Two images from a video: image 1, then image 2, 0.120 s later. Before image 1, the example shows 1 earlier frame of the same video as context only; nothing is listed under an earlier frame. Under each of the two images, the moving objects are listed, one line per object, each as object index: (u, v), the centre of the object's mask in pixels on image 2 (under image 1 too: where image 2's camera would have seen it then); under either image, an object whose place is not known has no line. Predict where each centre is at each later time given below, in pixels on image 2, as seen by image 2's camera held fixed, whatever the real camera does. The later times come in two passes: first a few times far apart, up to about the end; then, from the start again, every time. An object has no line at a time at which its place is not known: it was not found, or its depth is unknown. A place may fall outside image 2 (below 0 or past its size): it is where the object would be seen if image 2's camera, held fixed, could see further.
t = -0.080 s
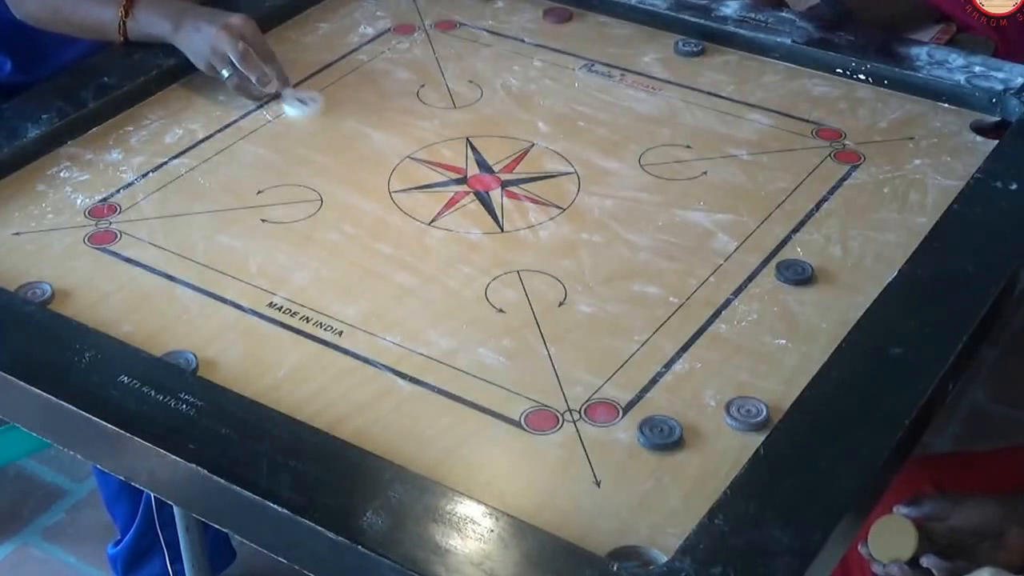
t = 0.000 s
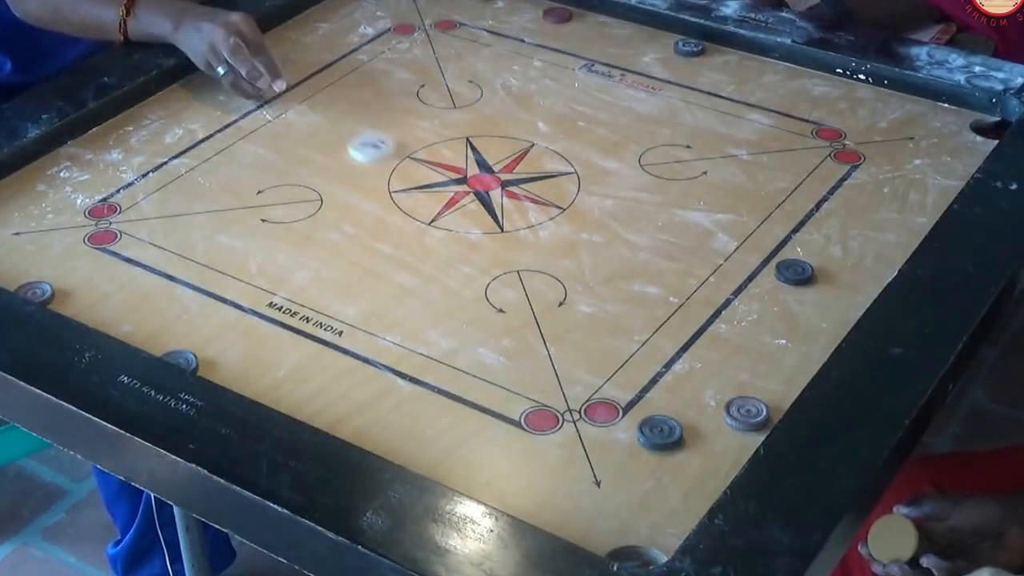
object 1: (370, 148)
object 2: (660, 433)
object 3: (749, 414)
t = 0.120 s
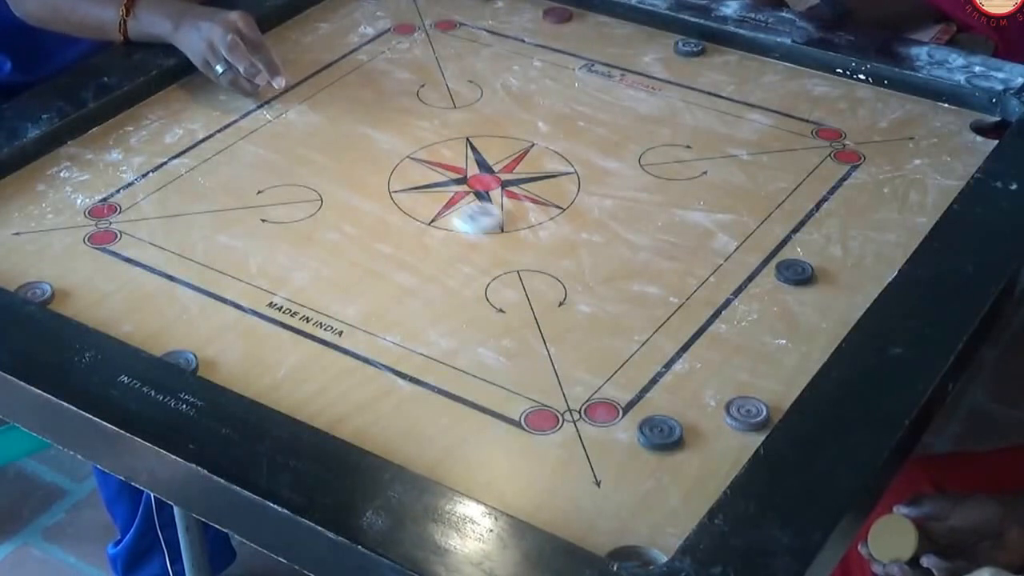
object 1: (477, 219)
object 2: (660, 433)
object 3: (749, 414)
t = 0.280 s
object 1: (628, 316)
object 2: (660, 433)
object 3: (749, 414)
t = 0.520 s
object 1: (735, 388)
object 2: (581, 444)
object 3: (700, 422)
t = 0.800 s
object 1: (676, 369)
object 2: (416, 461)
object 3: (700, 422)
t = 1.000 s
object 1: (676, 369)
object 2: (406, 459)
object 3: (700, 422)
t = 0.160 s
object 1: (514, 244)
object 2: (660, 433)
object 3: (749, 414)
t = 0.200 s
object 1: (552, 266)
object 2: (660, 433)
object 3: (749, 414)
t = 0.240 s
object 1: (591, 292)
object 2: (660, 433)
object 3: (749, 414)
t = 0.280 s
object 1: (628, 316)
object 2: (660, 433)
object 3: (749, 414)
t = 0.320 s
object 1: (667, 341)
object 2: (660, 433)
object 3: (749, 414)
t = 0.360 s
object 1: (706, 367)
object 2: (660, 433)
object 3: (749, 414)
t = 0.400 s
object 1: (740, 386)
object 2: (660, 433)
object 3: (754, 426)
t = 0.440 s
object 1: (765, 398)
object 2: (660, 433)
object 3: (709, 429)
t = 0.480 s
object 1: (755, 395)
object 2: (621, 439)
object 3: (703, 425)
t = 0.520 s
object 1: (735, 388)
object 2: (581, 444)
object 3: (700, 422)
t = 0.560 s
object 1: (718, 382)
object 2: (545, 450)
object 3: (699, 421)
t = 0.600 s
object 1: (706, 378)
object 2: (514, 453)
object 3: (699, 421)
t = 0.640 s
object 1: (694, 375)
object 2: (484, 457)
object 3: (699, 421)
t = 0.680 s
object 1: (686, 372)
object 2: (460, 462)
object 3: (699, 421)
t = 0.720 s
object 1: (680, 370)
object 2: (441, 463)
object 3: (699, 421)
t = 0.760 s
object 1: (677, 369)
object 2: (427, 463)
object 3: (699, 422)
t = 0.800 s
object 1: (676, 369)
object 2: (416, 461)
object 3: (700, 422)
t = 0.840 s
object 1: (677, 369)
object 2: (407, 460)
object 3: (700, 422)
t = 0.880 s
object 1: (677, 369)
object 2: (406, 459)
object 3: (700, 422)
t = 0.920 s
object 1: (677, 369)
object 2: (406, 459)
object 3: (700, 422)
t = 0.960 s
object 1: (676, 369)
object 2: (406, 459)
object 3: (700, 422)
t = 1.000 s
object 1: (676, 369)
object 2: (406, 459)
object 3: (700, 422)
